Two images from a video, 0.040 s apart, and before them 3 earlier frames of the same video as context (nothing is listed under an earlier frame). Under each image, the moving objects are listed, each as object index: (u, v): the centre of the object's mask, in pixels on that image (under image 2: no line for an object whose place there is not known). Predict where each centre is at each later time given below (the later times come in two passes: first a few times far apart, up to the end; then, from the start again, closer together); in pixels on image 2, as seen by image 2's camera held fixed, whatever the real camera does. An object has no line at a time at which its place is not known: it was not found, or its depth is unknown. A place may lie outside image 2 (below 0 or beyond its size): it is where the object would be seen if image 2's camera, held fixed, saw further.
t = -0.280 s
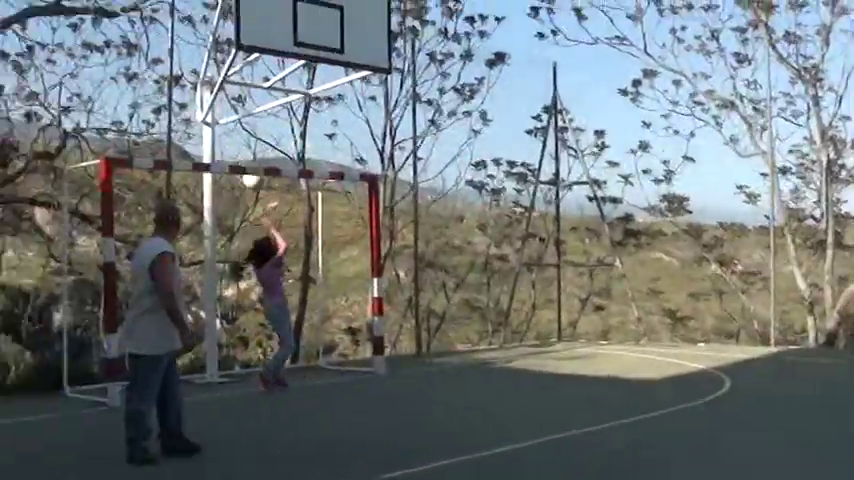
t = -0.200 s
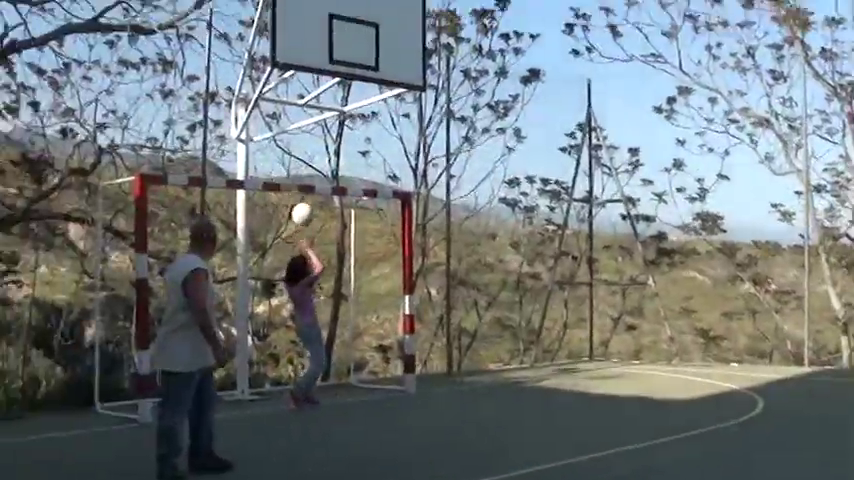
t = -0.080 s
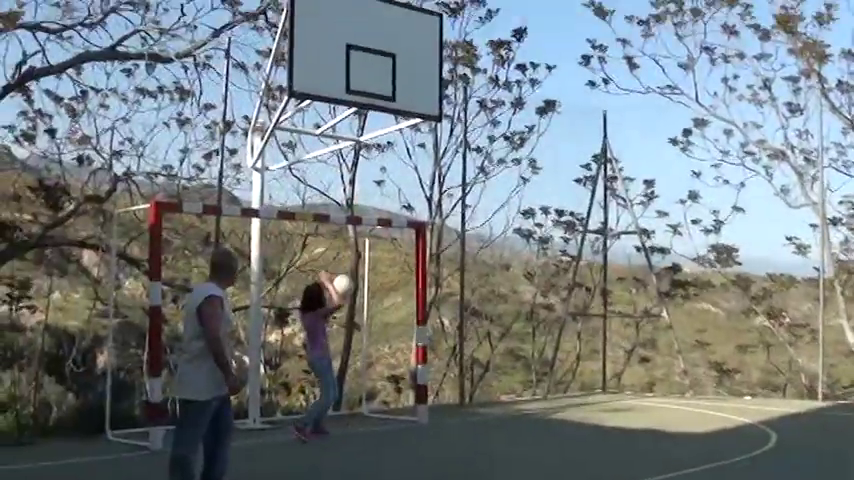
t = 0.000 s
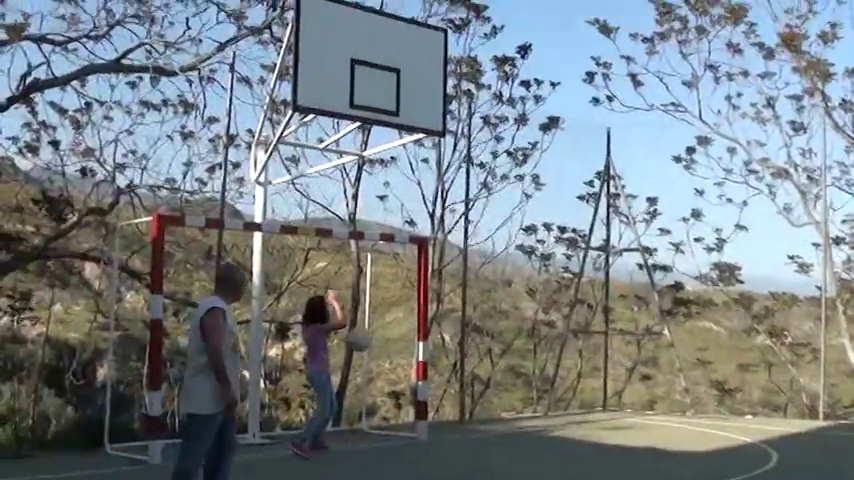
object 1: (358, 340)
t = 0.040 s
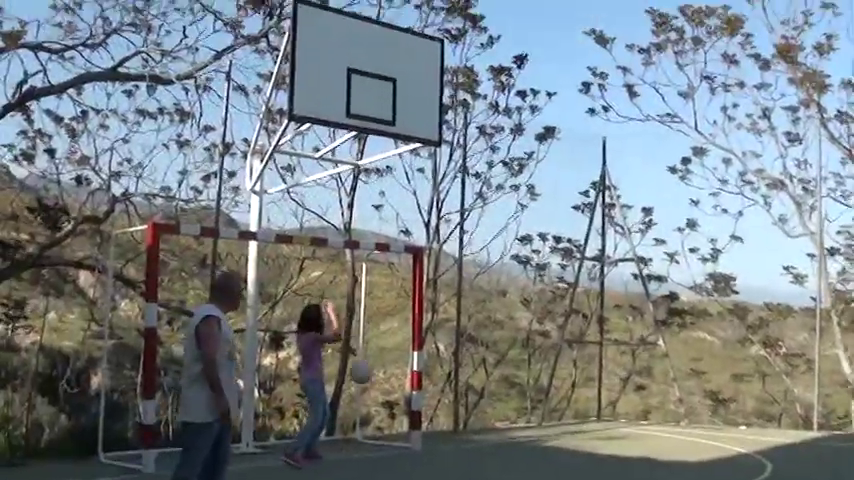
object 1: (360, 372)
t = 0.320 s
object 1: (409, 380)
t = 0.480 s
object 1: (429, 328)
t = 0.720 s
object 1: (462, 302)
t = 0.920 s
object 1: (491, 328)
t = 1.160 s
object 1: (526, 426)
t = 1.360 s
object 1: (559, 423)
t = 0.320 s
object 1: (409, 380)
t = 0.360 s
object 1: (414, 364)
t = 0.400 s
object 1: (418, 350)
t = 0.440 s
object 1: (423, 338)
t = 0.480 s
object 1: (429, 328)
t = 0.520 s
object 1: (435, 319)
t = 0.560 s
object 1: (439, 312)
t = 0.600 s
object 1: (446, 307)
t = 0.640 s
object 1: (451, 303)
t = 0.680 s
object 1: (457, 302)
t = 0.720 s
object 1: (462, 302)
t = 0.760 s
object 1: (468, 303)
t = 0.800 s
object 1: (474, 306)
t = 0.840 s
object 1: (480, 311)
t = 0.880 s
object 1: (485, 318)
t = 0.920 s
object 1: (491, 328)
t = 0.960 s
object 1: (497, 338)
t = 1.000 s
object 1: (503, 352)
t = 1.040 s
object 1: (510, 367)
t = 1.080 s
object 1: (514, 379)
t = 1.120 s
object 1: (520, 405)
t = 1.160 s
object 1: (526, 426)
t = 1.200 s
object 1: (532, 449)
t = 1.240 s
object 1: (537, 476)
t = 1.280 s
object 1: (544, 454)
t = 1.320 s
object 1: (553, 436)
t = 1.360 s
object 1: (559, 423)
